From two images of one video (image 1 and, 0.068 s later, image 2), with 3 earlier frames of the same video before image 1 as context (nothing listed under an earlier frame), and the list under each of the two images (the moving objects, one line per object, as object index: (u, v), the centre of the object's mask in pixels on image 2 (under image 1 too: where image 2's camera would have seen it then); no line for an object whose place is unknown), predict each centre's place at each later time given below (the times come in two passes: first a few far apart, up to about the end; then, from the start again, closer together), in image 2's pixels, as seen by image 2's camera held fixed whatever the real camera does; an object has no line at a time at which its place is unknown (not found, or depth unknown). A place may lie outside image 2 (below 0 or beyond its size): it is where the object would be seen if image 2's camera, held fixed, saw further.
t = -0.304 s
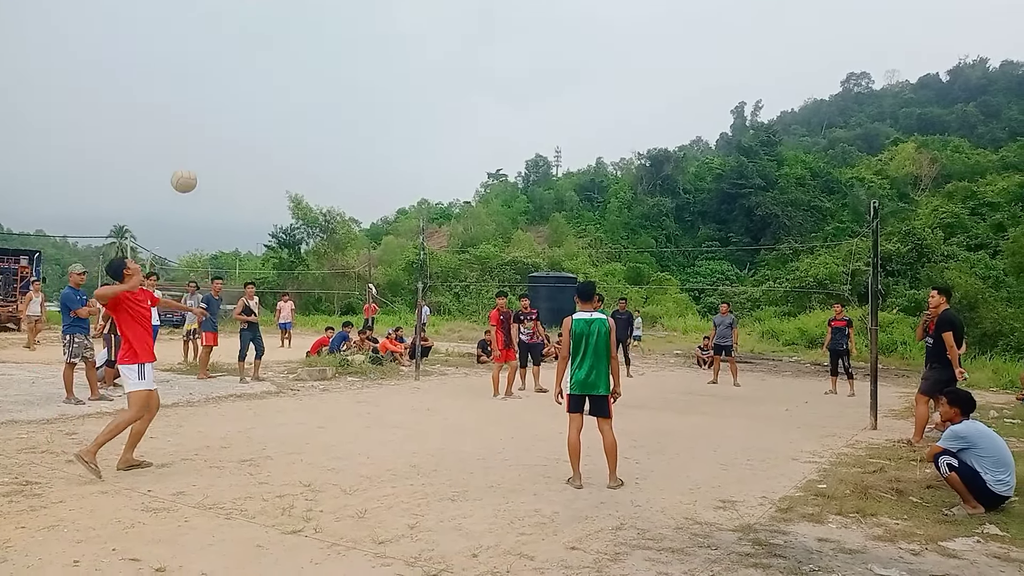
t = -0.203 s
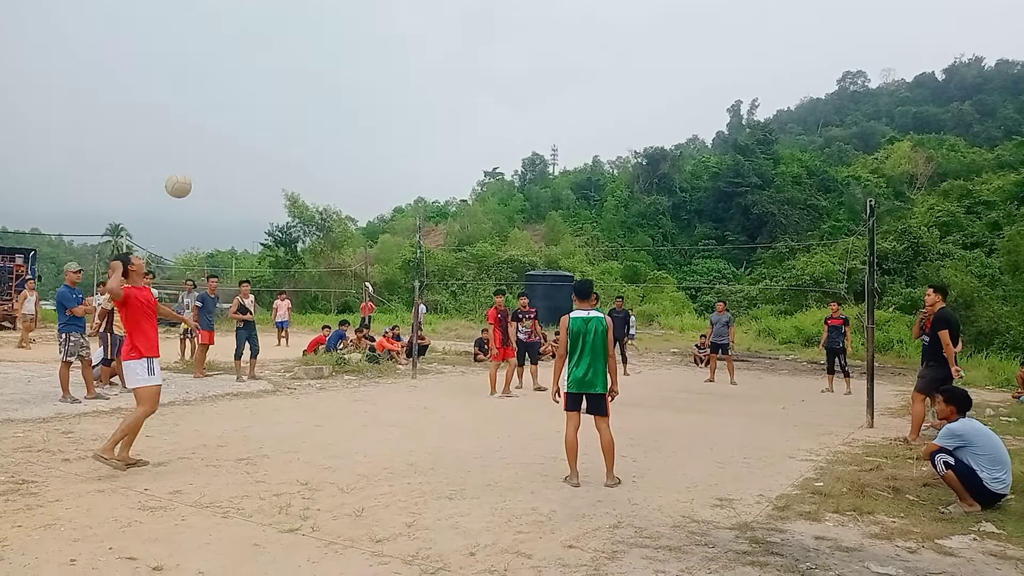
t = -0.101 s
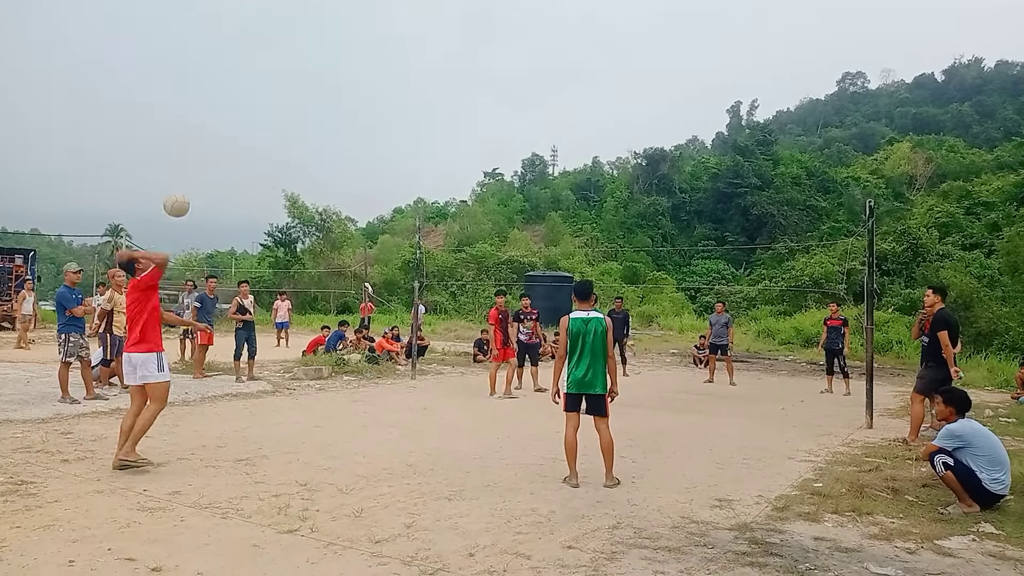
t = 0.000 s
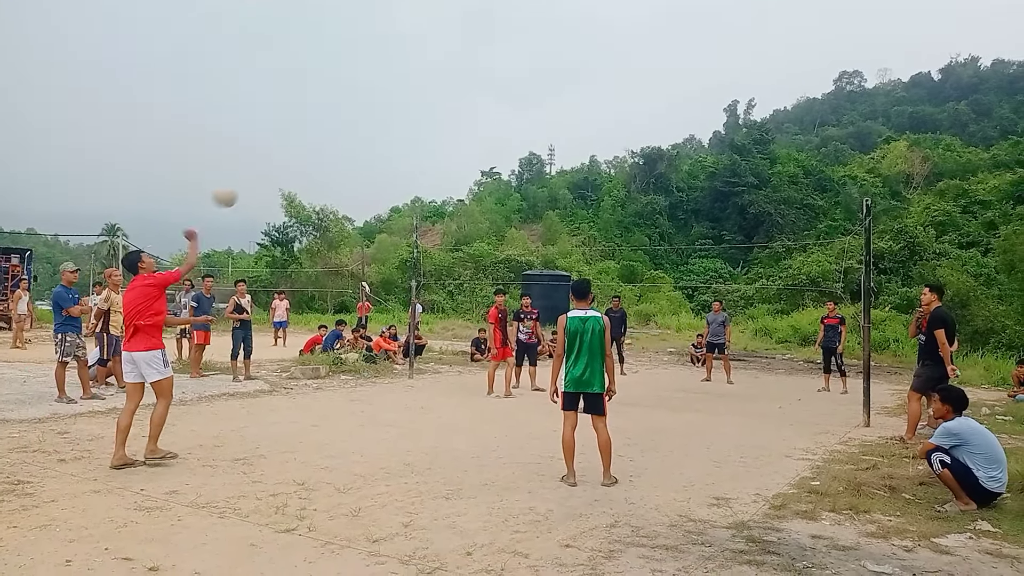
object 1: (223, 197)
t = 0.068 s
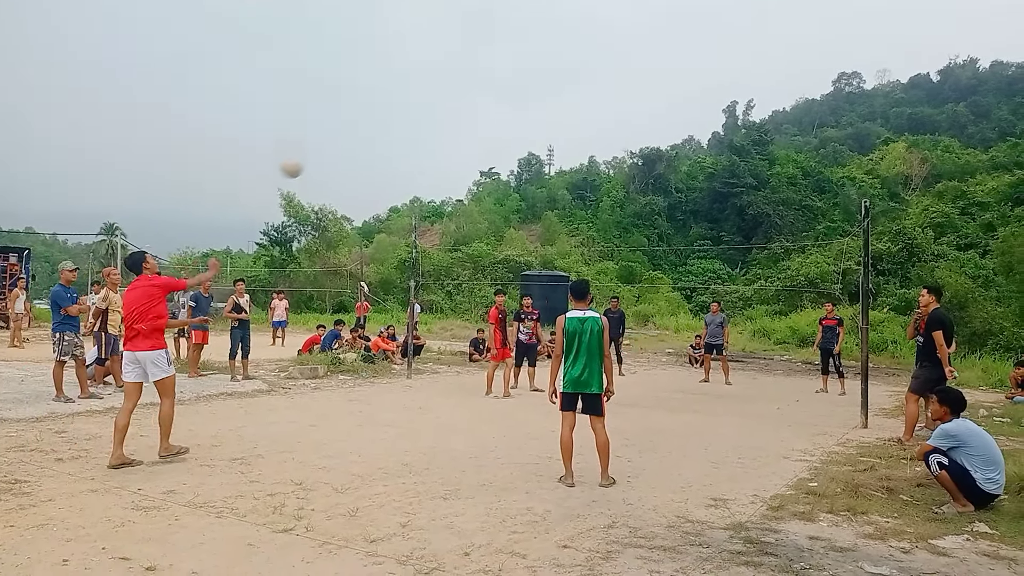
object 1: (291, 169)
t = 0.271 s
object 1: (440, 129)
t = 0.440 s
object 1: (524, 129)
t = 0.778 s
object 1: (638, 176)
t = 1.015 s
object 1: (693, 230)
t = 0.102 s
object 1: (321, 158)
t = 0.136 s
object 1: (348, 149)
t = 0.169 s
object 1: (373, 142)
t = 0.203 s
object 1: (397, 137)
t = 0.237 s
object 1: (420, 132)
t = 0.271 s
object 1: (440, 129)
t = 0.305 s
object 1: (459, 127)
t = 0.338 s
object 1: (476, 126)
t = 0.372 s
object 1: (493, 126)
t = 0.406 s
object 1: (509, 127)
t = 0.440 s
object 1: (524, 129)
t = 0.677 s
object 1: (609, 158)
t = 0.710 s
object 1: (620, 163)
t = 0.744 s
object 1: (628, 169)
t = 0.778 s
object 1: (638, 176)
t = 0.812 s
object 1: (647, 183)
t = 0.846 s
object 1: (656, 190)
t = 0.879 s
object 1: (664, 198)
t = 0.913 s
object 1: (671, 205)
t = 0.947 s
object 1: (679, 213)
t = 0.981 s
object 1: (686, 222)
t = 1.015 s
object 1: (693, 230)
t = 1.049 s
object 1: (699, 240)
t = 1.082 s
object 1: (706, 248)
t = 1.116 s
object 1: (712, 257)
